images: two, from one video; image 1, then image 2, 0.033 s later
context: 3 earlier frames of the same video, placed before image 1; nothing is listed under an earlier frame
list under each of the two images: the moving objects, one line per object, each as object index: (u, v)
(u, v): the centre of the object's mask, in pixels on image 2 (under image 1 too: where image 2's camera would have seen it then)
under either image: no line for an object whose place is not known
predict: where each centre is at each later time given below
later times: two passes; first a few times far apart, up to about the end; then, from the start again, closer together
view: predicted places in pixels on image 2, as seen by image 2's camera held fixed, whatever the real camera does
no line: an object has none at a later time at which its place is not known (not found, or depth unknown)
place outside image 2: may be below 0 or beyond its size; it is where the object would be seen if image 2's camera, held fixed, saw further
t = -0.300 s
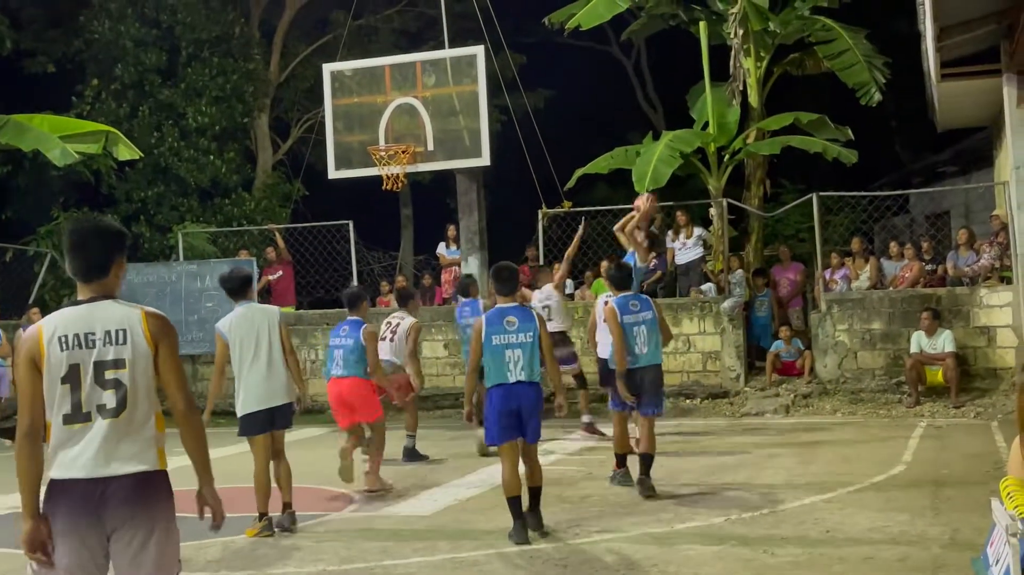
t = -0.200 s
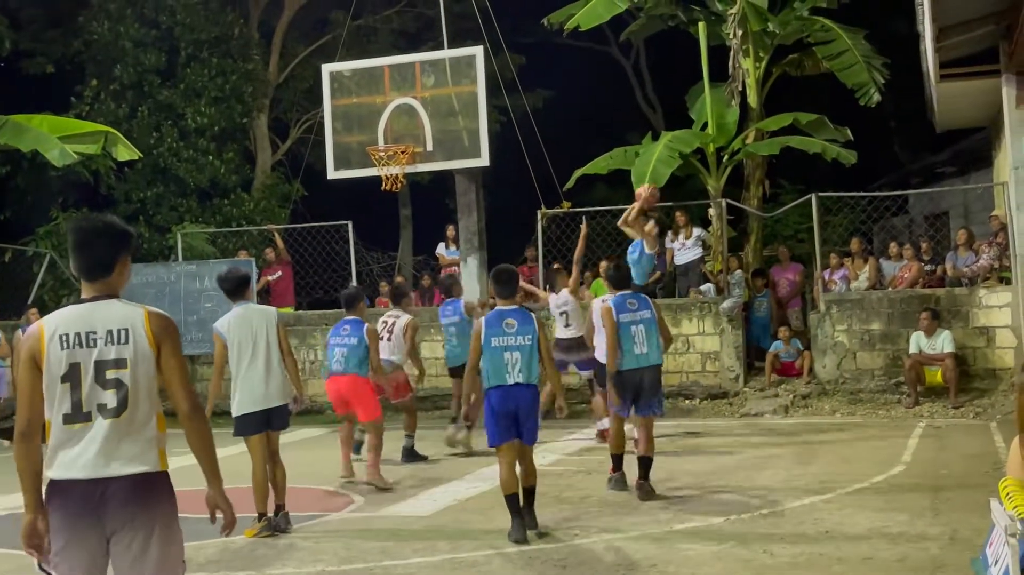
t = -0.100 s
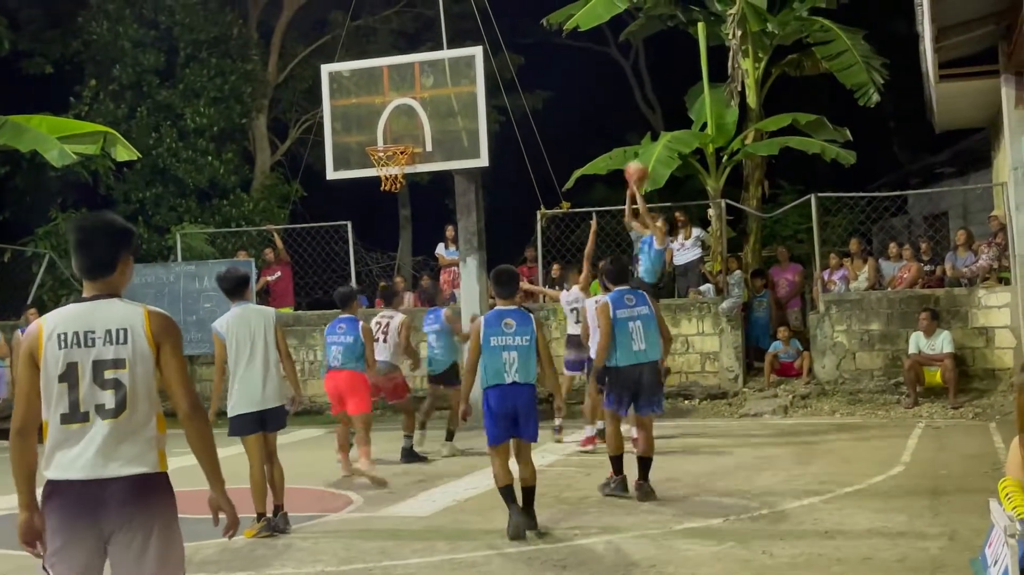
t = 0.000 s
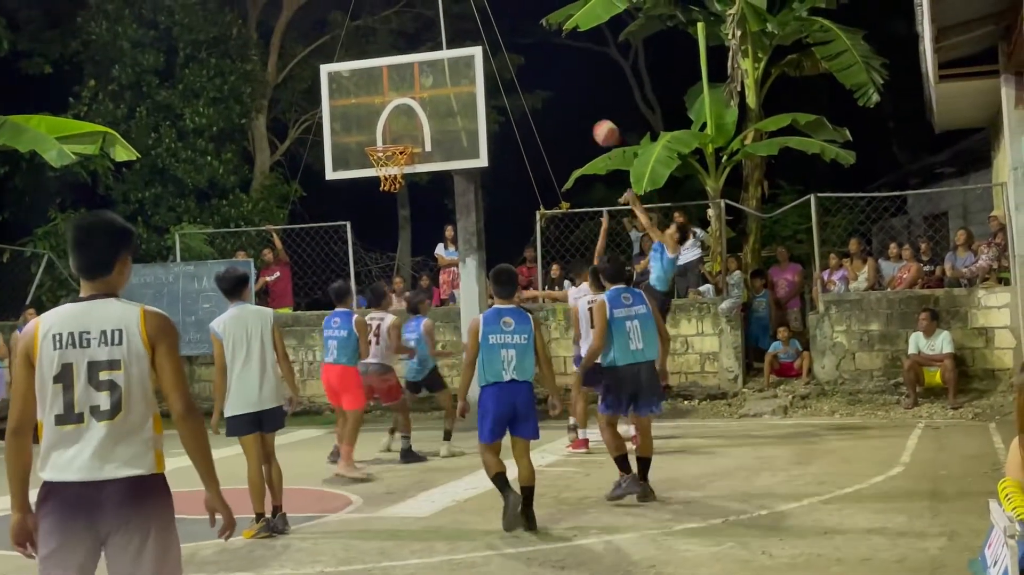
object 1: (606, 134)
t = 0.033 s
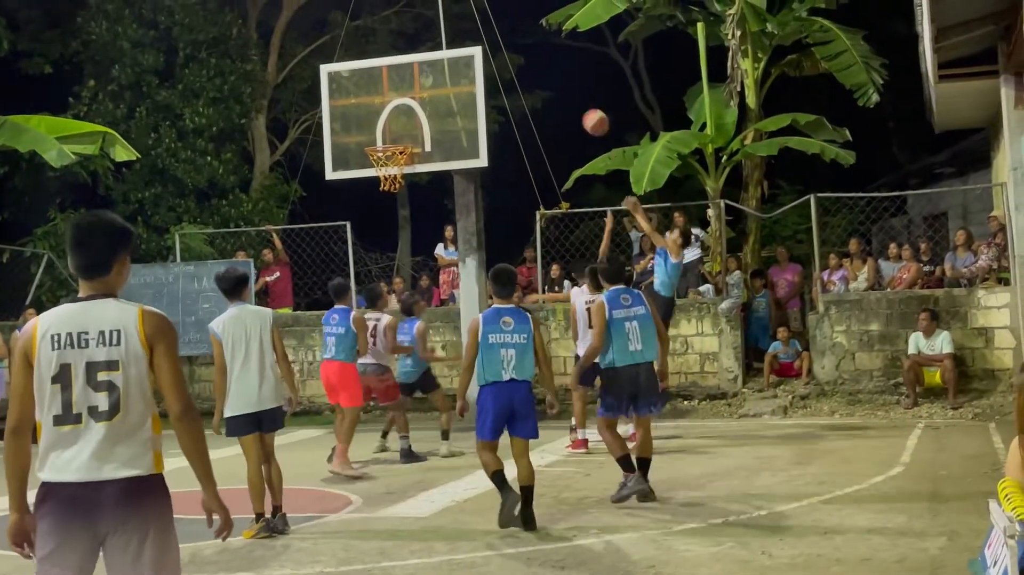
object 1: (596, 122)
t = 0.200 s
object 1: (546, 83)
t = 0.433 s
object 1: (480, 73)
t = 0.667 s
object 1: (419, 115)
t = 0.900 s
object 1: (396, 124)
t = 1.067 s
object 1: (387, 141)
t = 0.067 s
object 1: (585, 112)
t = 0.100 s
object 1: (575, 103)
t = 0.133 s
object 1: (565, 95)
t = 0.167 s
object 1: (555, 88)
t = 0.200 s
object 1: (546, 83)
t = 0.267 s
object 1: (526, 75)
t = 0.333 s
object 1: (507, 71)
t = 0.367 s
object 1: (499, 71)
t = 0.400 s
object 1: (490, 71)
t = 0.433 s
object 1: (480, 73)
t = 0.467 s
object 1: (470, 77)
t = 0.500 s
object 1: (462, 80)
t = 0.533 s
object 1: (453, 86)
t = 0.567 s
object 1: (445, 90)
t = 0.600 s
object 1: (436, 96)
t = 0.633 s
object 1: (427, 106)
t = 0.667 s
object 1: (419, 115)
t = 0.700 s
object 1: (411, 125)
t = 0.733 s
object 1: (405, 133)
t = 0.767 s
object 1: (402, 130)
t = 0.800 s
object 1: (401, 127)
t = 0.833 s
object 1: (399, 124)
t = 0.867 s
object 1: (397, 124)
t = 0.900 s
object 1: (396, 124)
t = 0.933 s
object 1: (394, 125)
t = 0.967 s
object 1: (393, 127)
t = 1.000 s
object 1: (391, 132)
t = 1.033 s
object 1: (389, 135)
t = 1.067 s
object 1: (387, 141)
